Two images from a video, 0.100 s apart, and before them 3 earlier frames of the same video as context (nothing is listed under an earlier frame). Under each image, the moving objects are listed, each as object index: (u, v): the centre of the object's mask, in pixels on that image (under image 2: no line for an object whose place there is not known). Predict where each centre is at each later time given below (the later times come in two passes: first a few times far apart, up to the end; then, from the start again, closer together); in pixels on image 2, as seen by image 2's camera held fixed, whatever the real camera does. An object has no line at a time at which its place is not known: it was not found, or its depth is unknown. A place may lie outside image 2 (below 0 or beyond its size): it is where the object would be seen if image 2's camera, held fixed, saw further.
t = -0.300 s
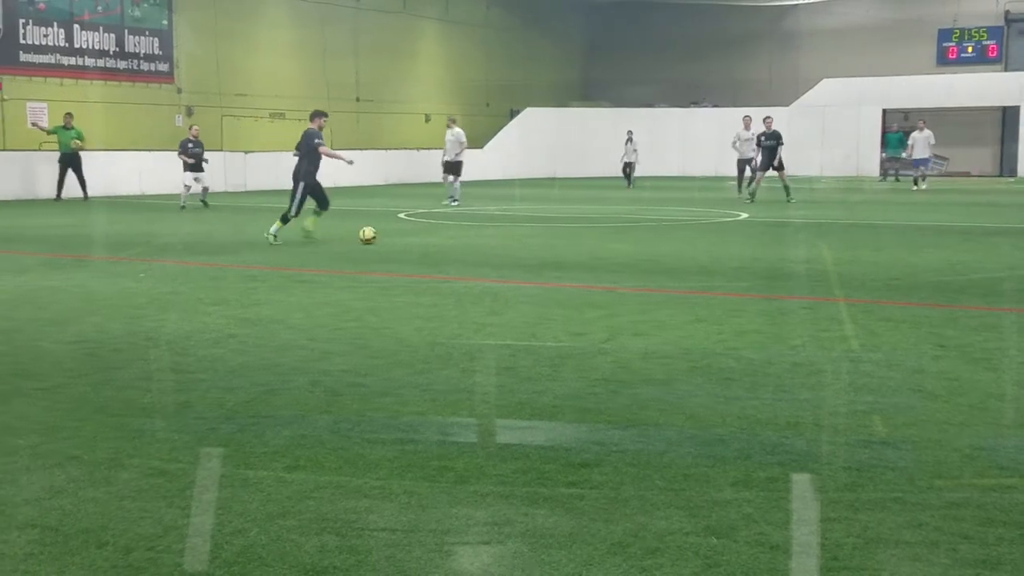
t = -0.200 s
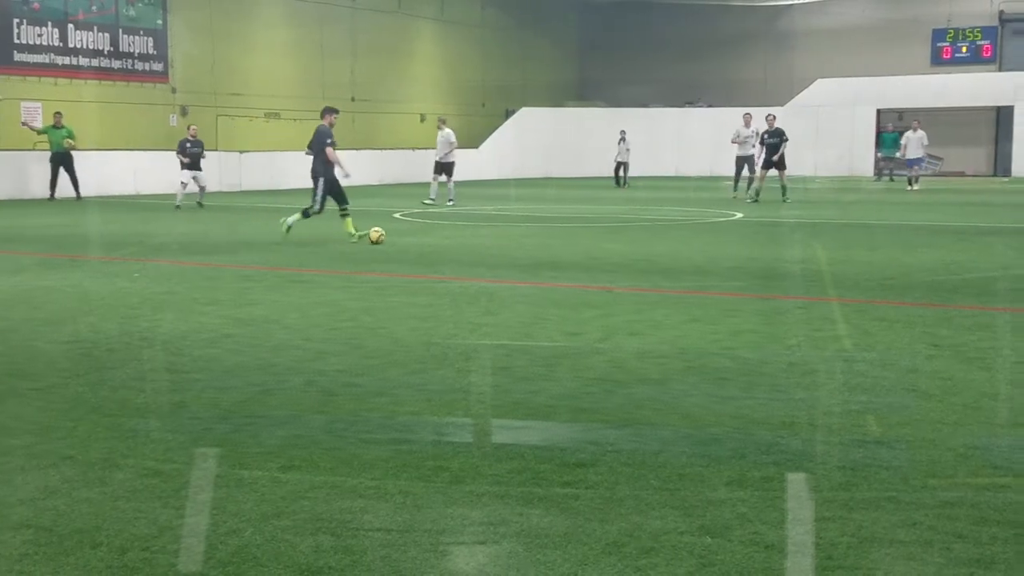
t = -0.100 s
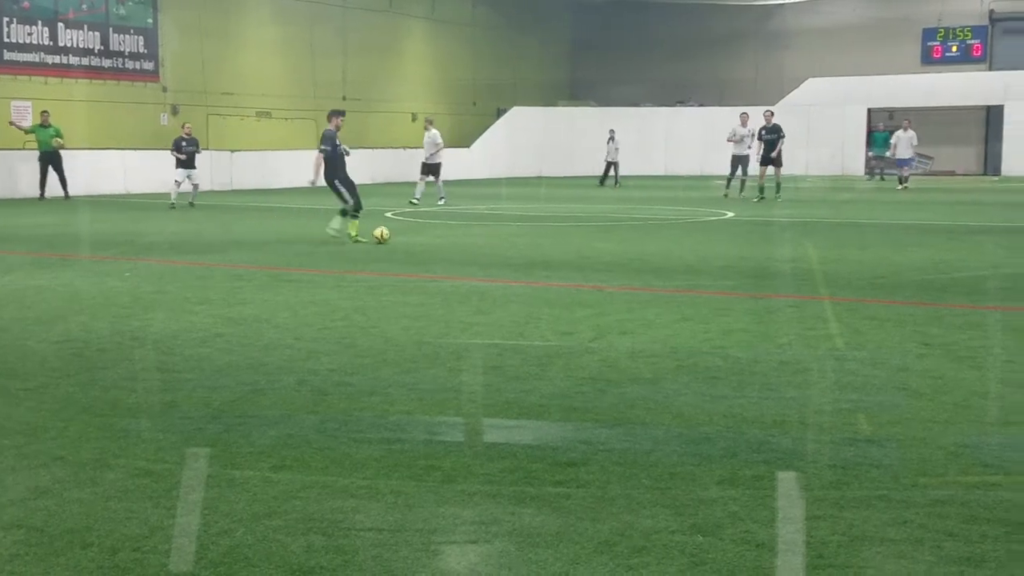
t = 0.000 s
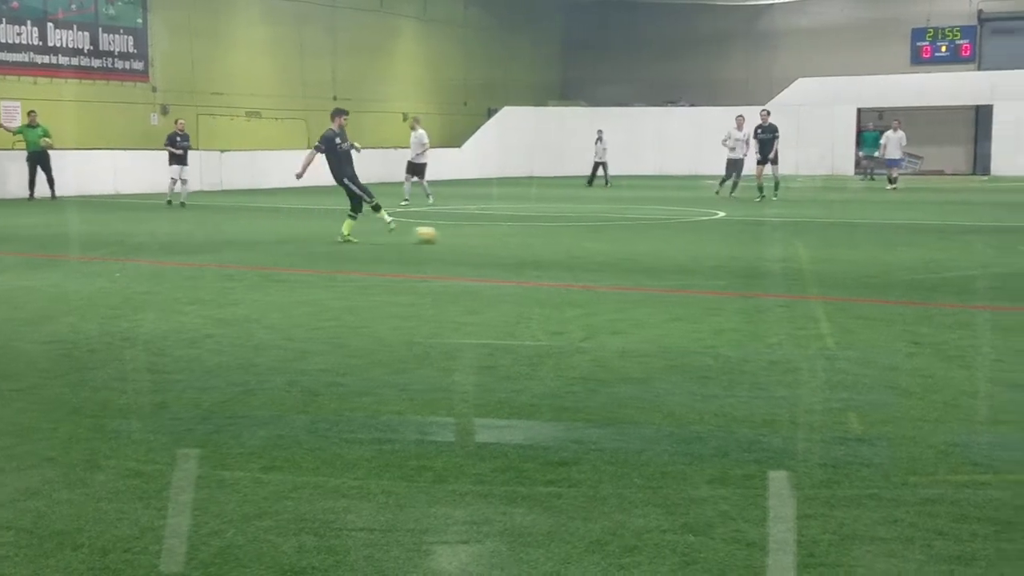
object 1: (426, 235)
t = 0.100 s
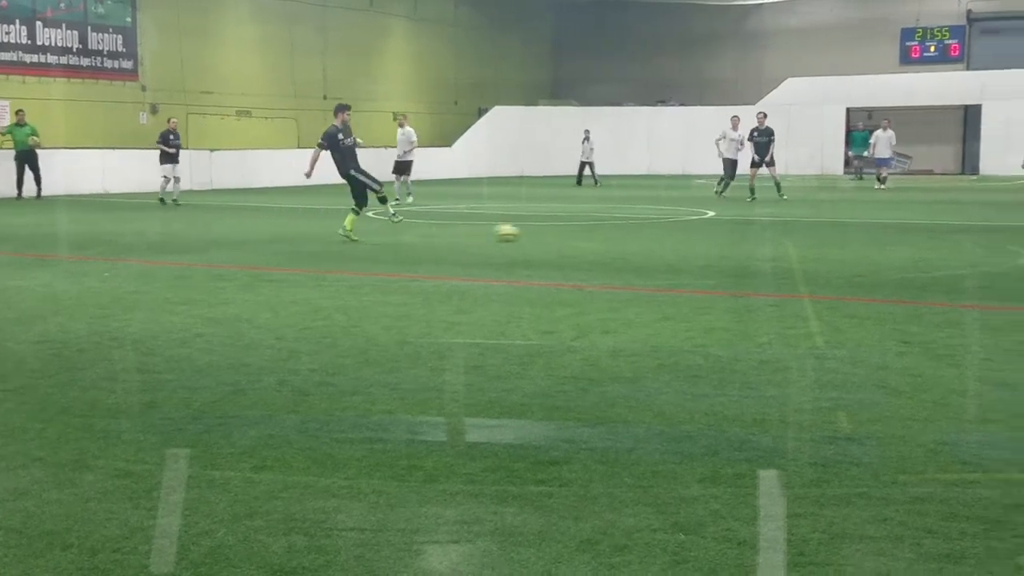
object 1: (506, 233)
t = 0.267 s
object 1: (642, 232)
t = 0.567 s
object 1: (841, 229)
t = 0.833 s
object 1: (982, 223)
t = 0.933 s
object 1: (1033, 223)
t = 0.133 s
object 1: (536, 232)
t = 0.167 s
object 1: (562, 232)
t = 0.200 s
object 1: (590, 231)
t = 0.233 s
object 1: (617, 231)
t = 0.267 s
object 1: (642, 232)
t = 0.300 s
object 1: (667, 230)
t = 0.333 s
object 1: (691, 229)
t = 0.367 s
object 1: (715, 229)
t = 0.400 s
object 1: (738, 230)
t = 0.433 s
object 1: (759, 230)
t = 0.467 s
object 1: (780, 228)
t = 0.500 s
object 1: (801, 227)
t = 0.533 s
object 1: (821, 227)
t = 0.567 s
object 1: (841, 229)
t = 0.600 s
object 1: (858, 229)
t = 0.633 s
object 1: (877, 227)
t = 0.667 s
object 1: (895, 226)
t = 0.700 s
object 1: (914, 226)
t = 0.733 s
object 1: (930, 227)
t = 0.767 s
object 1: (948, 225)
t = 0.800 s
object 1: (965, 223)
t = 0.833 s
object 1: (982, 223)
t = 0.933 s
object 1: (1033, 223)
